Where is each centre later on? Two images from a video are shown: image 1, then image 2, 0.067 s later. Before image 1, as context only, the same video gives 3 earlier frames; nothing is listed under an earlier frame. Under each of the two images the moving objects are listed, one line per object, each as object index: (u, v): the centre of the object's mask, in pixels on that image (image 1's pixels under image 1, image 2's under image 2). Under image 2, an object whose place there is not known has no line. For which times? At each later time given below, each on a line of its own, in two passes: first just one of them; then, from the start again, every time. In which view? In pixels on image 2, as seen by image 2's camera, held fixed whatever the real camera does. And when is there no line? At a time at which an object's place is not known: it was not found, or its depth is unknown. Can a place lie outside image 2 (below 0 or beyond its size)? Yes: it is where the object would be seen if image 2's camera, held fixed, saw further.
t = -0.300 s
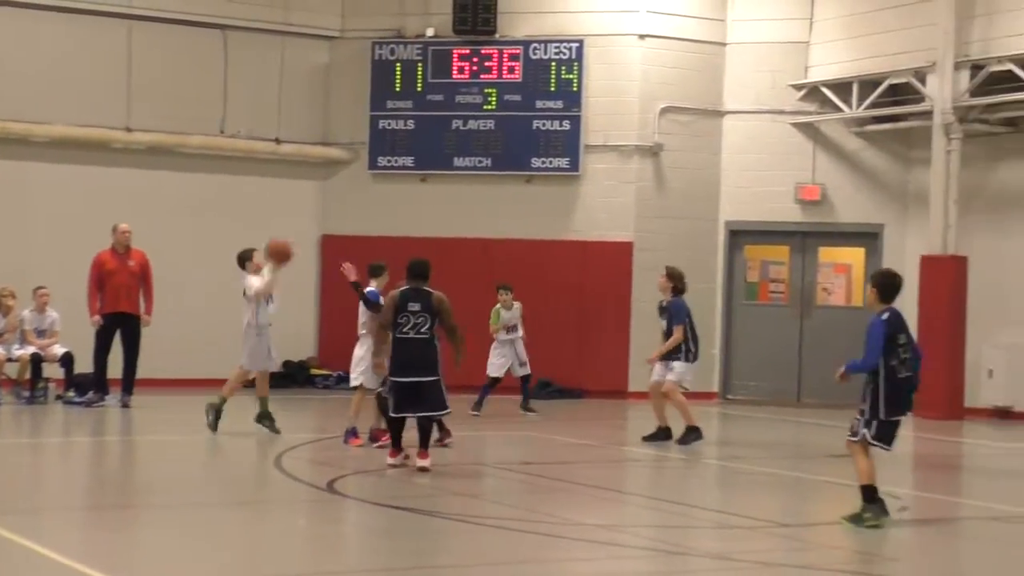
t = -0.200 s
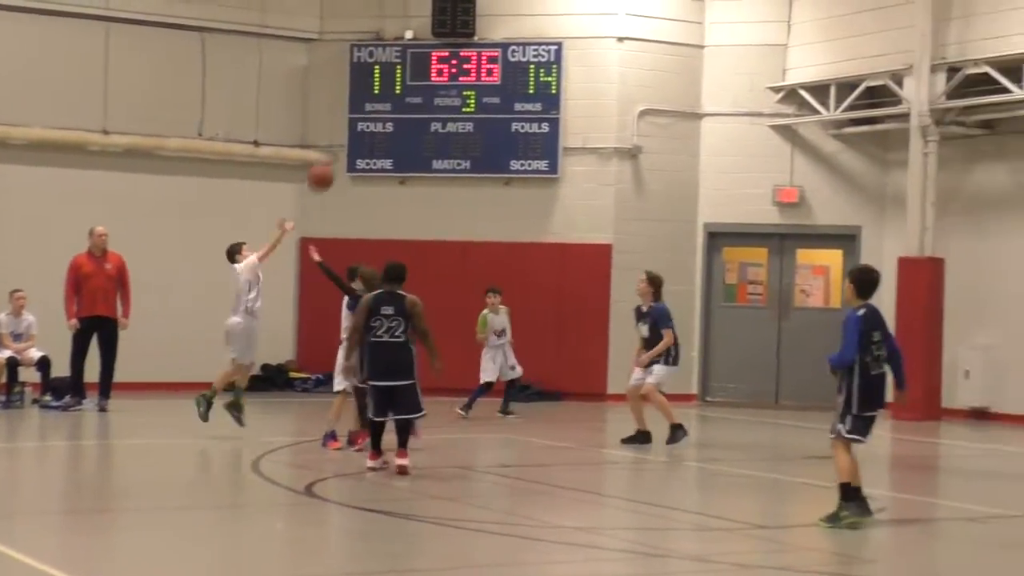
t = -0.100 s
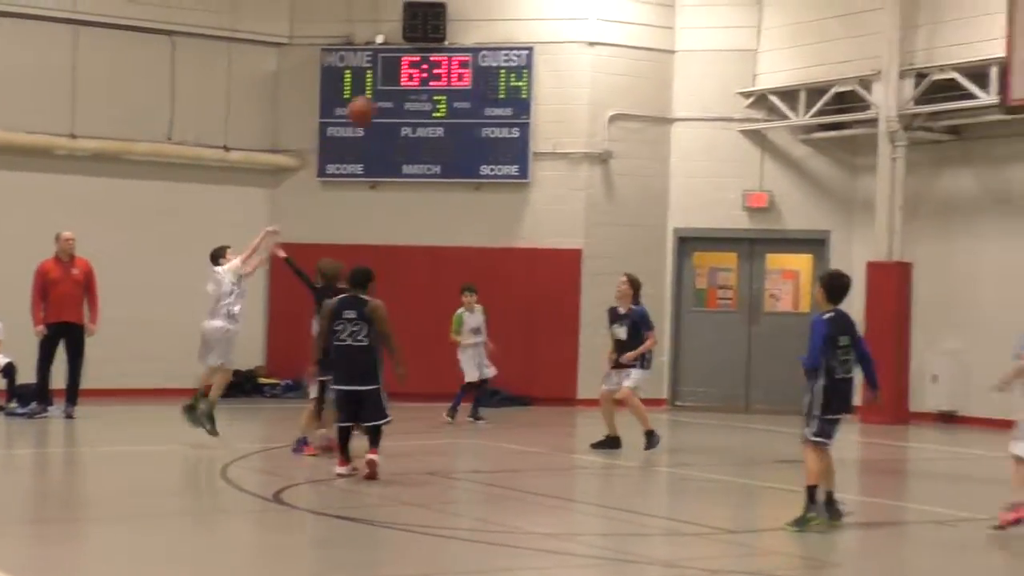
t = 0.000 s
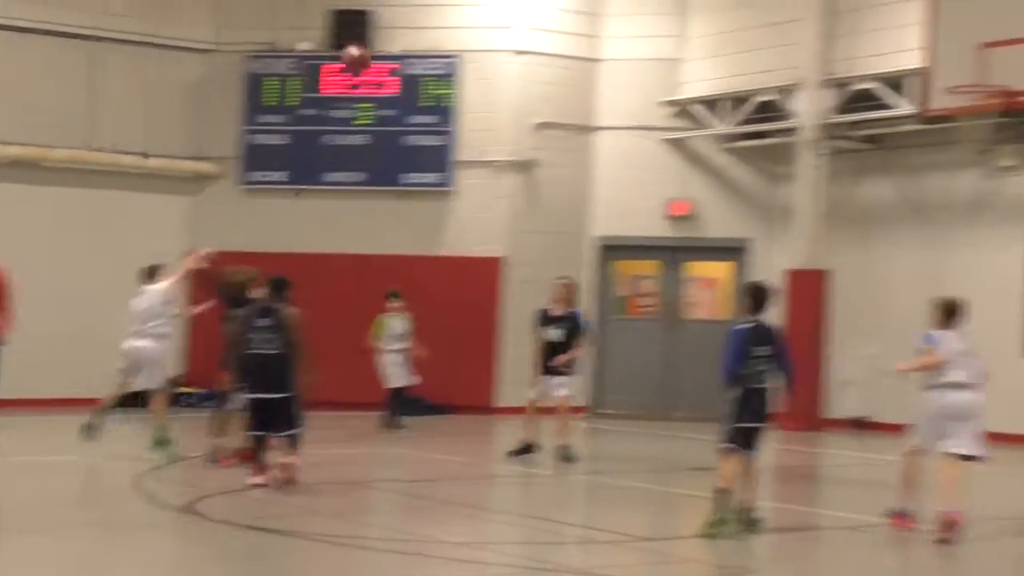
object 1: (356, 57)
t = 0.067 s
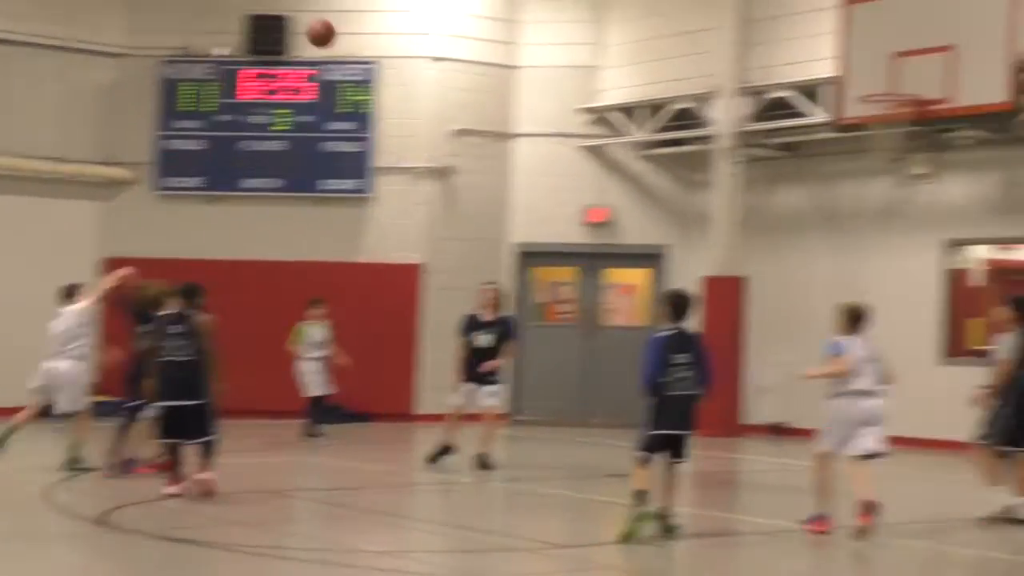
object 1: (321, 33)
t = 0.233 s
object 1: (438, -15)
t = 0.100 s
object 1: (343, 20)
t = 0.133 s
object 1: (367, 7)
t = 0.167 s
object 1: (391, -1)
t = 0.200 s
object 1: (414, -9)
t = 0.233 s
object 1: (438, -15)
